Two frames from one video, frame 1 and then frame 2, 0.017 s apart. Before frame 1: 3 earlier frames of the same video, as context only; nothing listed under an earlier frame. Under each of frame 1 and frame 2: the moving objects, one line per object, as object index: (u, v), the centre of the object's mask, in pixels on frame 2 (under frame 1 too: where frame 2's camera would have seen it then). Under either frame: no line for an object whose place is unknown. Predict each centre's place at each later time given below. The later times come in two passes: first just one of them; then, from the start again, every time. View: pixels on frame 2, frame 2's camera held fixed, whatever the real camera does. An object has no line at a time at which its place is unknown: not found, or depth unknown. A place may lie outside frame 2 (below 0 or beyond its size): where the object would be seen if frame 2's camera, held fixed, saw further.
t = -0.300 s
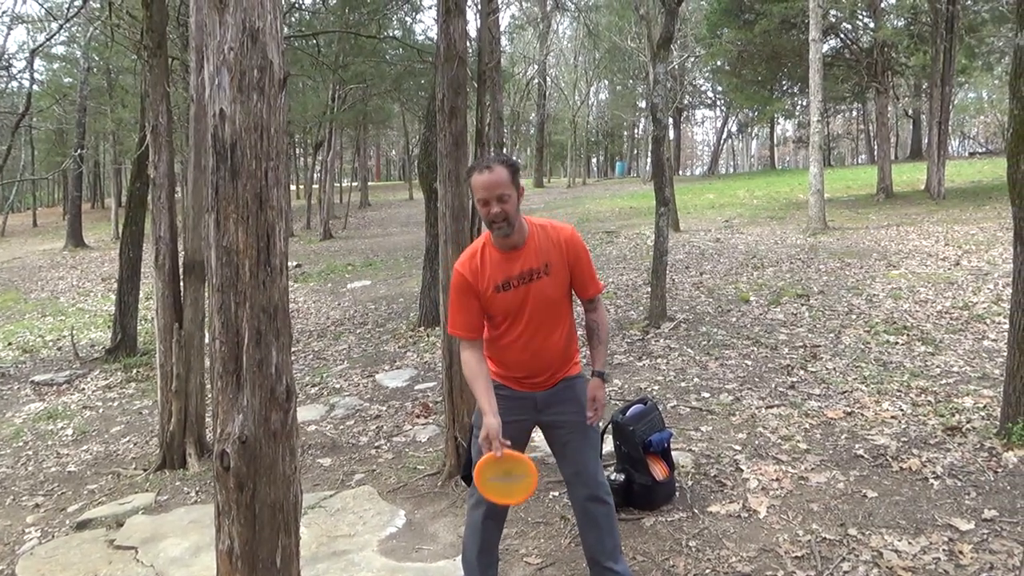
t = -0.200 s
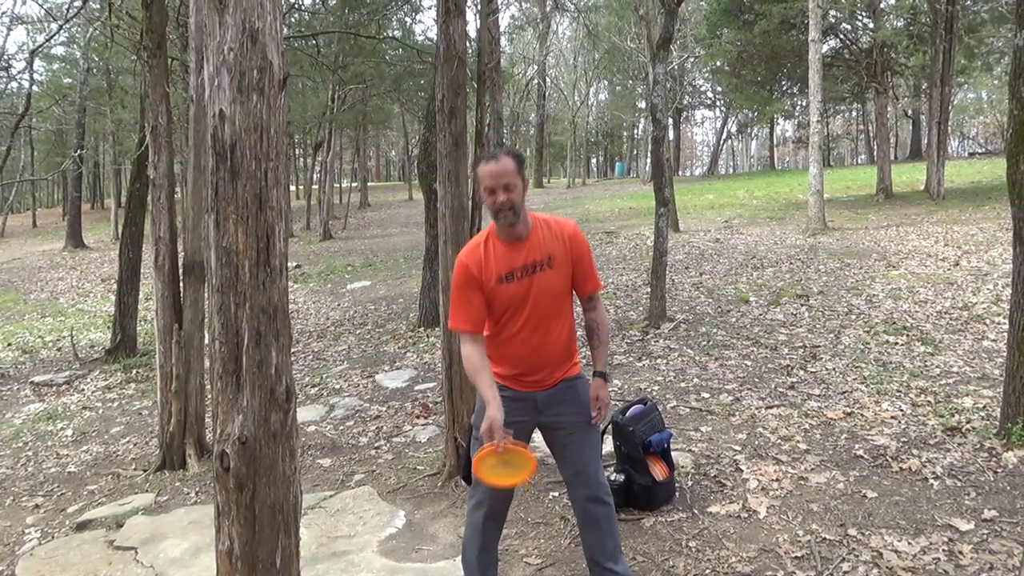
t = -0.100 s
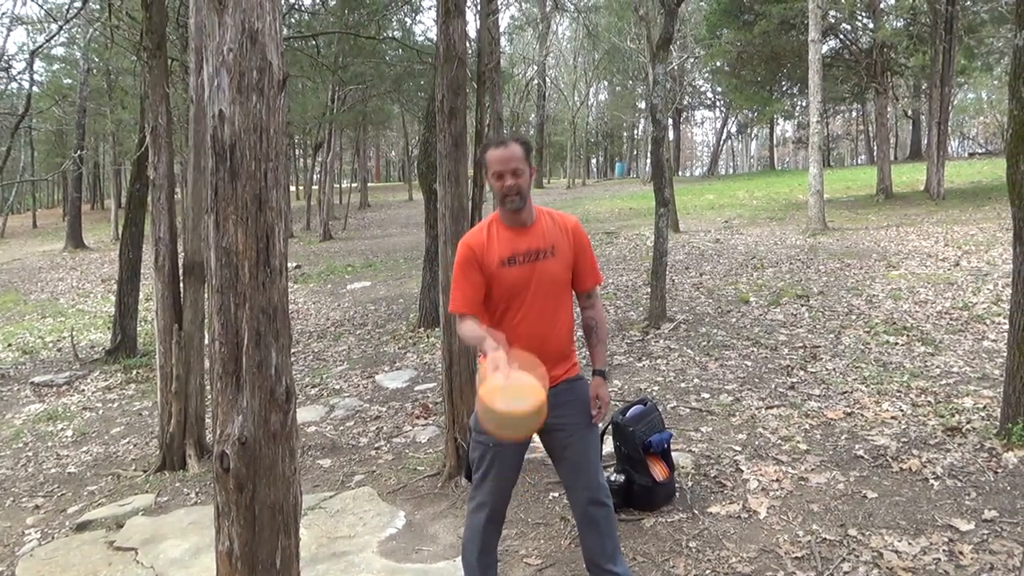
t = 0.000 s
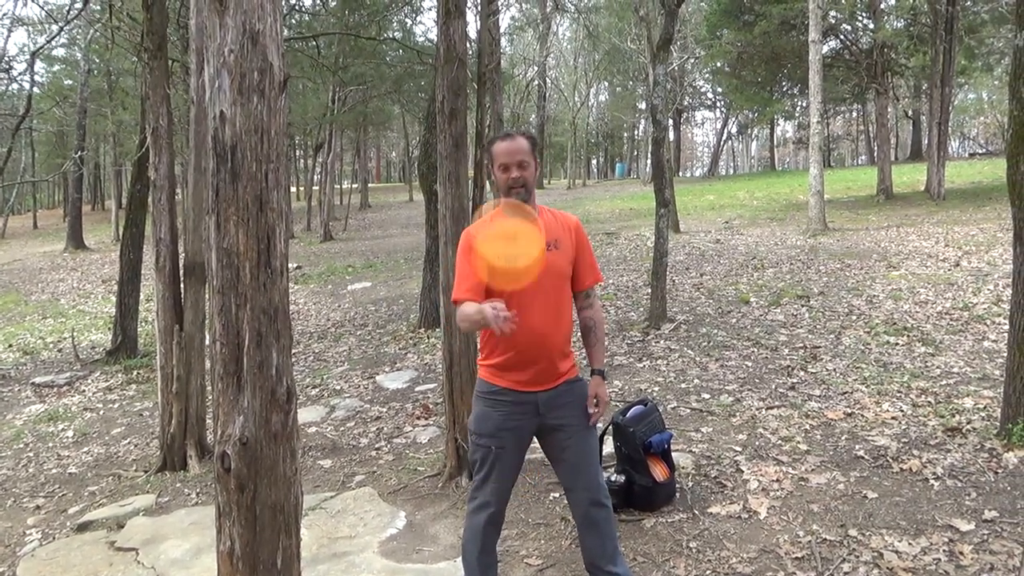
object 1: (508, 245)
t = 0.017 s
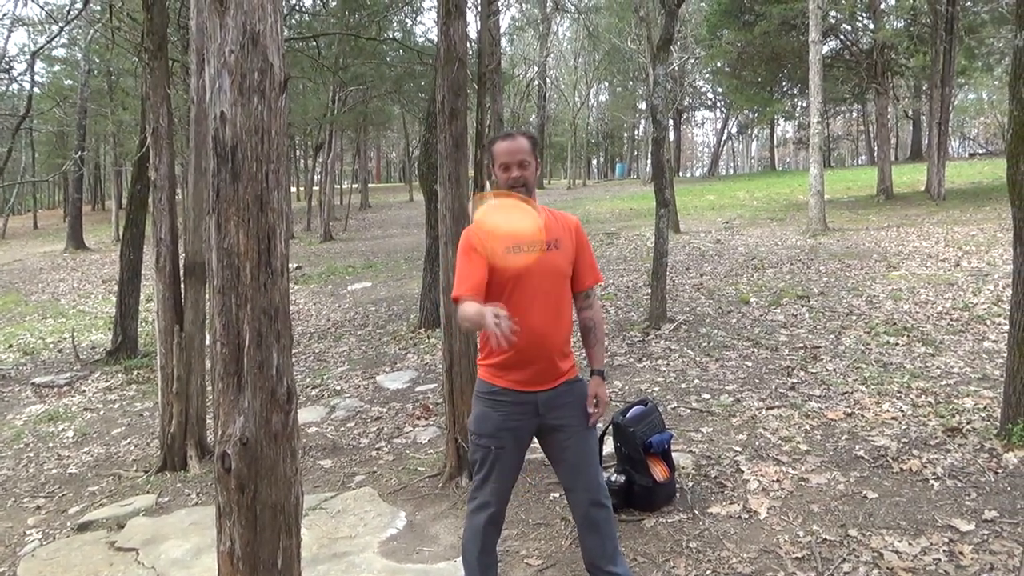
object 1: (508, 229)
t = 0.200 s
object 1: (488, 52)
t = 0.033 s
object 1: (500, 194)
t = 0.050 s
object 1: (503, 173)
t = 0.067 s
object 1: (502, 156)
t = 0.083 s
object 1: (500, 144)
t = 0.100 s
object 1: (497, 132)
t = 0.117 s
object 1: (495, 119)
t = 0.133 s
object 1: (497, 95)
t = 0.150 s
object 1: (493, 77)
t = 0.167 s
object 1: (491, 67)
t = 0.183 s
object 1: (489, 60)
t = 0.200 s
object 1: (488, 52)
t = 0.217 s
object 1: (486, 41)
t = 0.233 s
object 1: (484, 22)
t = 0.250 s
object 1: (482, 23)
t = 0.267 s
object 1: (481, 22)
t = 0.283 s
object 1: (480, 20)
